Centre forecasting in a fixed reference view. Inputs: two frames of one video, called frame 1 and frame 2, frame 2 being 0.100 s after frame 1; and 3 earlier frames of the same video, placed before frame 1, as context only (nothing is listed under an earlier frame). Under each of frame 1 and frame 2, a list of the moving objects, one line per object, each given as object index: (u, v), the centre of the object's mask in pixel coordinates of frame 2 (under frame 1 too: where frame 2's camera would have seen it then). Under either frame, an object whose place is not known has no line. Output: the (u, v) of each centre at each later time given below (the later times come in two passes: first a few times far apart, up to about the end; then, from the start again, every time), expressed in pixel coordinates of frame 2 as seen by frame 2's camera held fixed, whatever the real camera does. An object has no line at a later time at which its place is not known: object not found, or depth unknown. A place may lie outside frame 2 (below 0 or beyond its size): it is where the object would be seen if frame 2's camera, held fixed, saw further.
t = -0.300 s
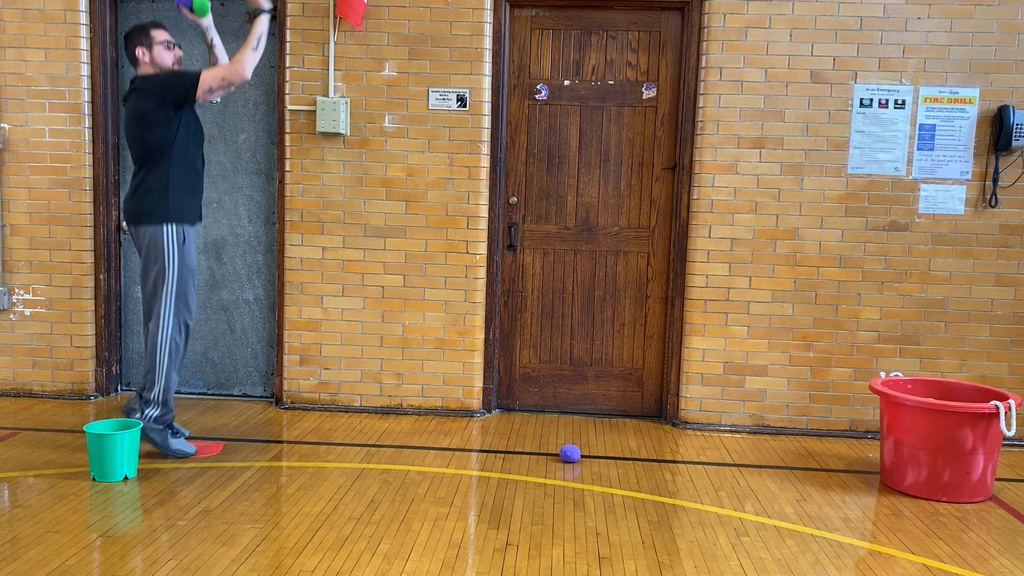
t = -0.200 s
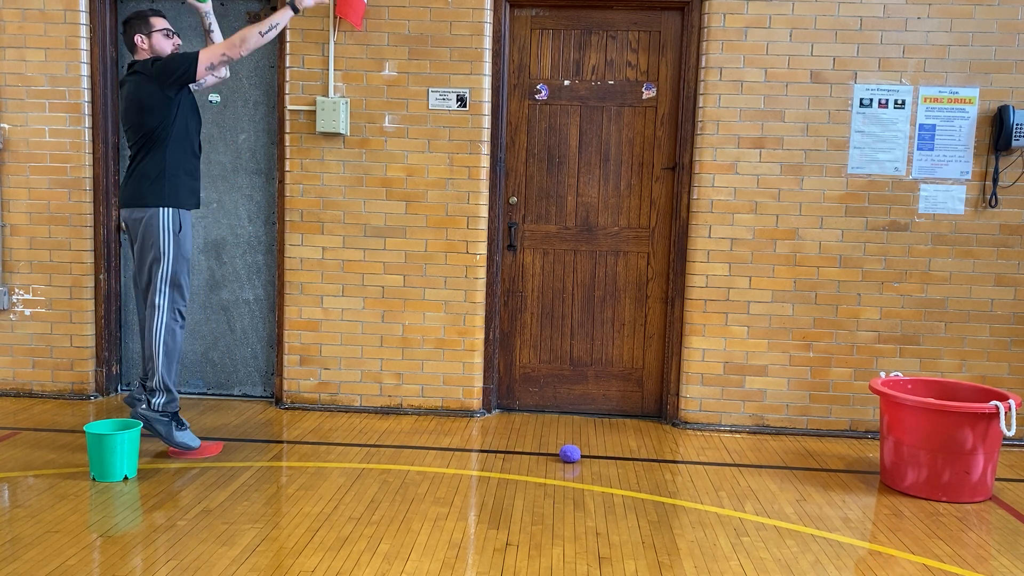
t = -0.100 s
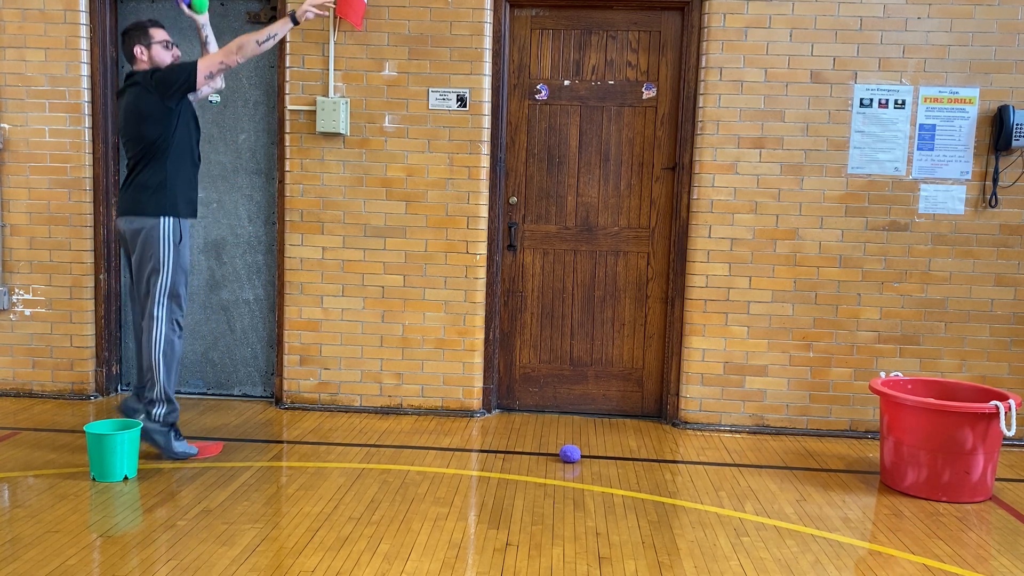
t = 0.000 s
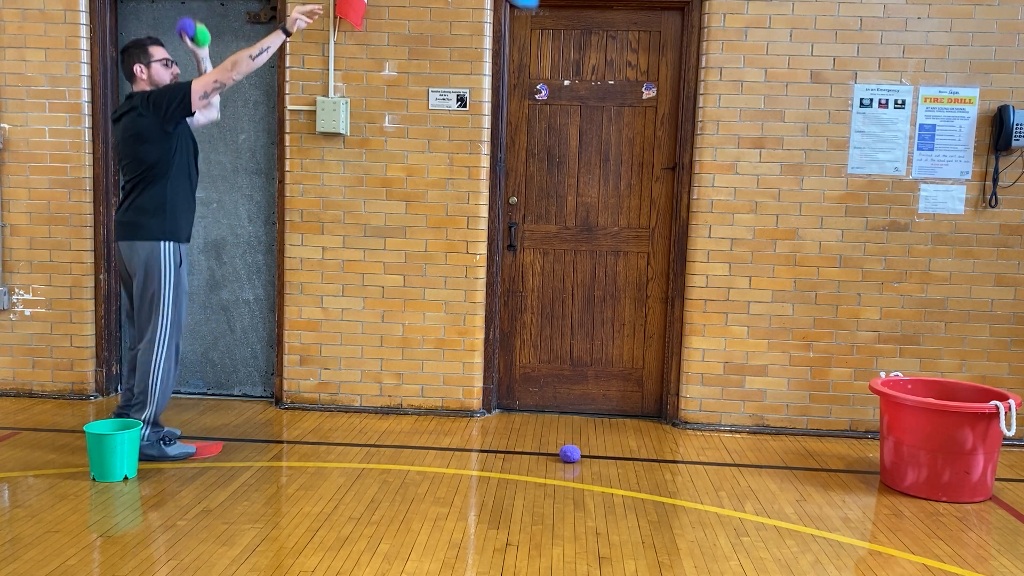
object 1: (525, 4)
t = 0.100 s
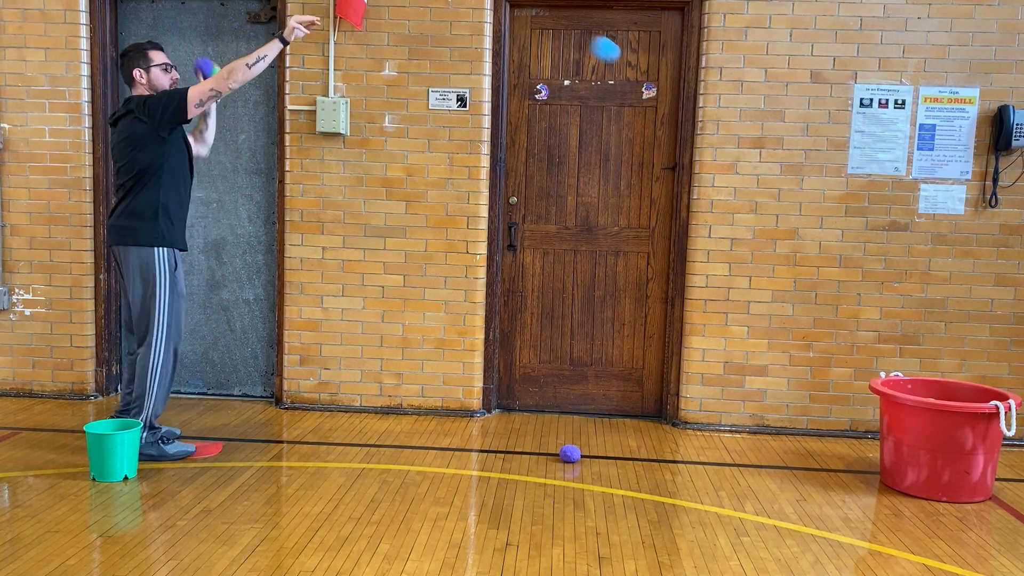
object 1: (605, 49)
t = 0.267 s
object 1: (730, 173)
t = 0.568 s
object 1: (872, 455)
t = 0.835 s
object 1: (850, 385)
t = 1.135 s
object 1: (820, 425)
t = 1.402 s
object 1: (805, 423)
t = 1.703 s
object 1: (788, 431)
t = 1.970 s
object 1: (782, 434)
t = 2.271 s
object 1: (787, 436)
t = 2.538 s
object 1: (786, 436)
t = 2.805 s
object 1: (786, 436)
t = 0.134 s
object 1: (631, 71)
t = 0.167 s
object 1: (656, 93)
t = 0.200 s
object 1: (681, 118)
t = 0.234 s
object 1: (705, 145)
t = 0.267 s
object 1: (730, 173)
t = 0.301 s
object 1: (753, 203)
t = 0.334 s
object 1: (775, 235)
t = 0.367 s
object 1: (796, 269)
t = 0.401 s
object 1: (817, 305)
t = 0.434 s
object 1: (838, 341)
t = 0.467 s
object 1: (856, 377)
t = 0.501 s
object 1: (866, 415)
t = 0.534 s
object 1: (871, 450)
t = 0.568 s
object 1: (872, 455)
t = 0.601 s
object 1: (870, 438)
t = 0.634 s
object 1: (868, 424)
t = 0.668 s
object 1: (866, 411)
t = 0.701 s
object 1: (862, 401)
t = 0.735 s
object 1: (859, 394)
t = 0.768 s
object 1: (856, 388)
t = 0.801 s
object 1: (853, 385)
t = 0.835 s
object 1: (850, 385)
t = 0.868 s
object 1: (846, 387)
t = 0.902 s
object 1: (842, 391)
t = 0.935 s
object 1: (838, 397)
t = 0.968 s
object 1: (835, 405)
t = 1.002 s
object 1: (831, 415)
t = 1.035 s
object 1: (827, 428)
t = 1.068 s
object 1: (823, 439)
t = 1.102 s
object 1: (821, 431)
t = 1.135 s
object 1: (820, 425)
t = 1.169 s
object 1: (818, 422)
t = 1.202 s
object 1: (816, 420)
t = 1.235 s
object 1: (814, 420)
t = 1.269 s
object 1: (813, 423)
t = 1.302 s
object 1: (810, 428)
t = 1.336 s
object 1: (808, 428)
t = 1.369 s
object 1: (806, 424)
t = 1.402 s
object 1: (805, 423)
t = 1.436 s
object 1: (803, 423)
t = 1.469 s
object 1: (801, 426)
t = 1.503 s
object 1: (799, 429)
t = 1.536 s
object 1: (797, 429)
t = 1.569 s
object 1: (795, 430)
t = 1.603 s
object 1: (793, 430)
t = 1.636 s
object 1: (792, 430)
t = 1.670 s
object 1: (790, 431)
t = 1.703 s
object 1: (788, 431)
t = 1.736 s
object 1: (786, 432)
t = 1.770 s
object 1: (785, 433)
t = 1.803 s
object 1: (783, 433)
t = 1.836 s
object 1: (782, 434)
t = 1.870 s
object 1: (782, 434)
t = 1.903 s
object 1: (782, 434)
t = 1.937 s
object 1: (782, 434)
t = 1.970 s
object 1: (782, 434)
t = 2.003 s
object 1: (782, 435)
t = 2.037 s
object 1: (783, 435)
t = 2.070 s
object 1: (784, 435)
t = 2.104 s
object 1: (784, 435)
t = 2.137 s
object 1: (785, 436)
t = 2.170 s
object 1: (786, 436)
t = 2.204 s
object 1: (787, 436)
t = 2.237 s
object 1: (787, 436)
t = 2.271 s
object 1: (787, 436)
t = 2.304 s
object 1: (787, 436)
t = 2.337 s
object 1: (787, 436)
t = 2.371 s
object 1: (786, 436)
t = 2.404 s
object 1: (786, 436)
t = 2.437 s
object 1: (786, 436)
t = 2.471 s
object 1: (786, 436)
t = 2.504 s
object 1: (786, 436)
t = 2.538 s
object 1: (786, 436)
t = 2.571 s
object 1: (786, 436)
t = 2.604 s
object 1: (787, 436)
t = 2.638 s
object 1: (787, 436)
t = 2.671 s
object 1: (787, 436)
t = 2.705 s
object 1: (787, 436)
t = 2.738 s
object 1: (787, 436)
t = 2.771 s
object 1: (786, 436)
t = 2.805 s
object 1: (786, 436)
